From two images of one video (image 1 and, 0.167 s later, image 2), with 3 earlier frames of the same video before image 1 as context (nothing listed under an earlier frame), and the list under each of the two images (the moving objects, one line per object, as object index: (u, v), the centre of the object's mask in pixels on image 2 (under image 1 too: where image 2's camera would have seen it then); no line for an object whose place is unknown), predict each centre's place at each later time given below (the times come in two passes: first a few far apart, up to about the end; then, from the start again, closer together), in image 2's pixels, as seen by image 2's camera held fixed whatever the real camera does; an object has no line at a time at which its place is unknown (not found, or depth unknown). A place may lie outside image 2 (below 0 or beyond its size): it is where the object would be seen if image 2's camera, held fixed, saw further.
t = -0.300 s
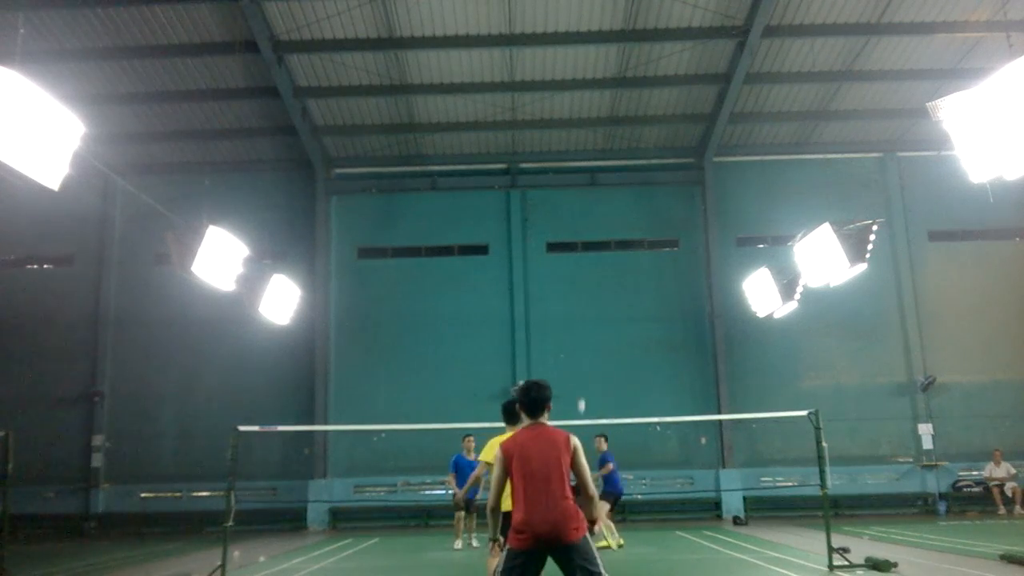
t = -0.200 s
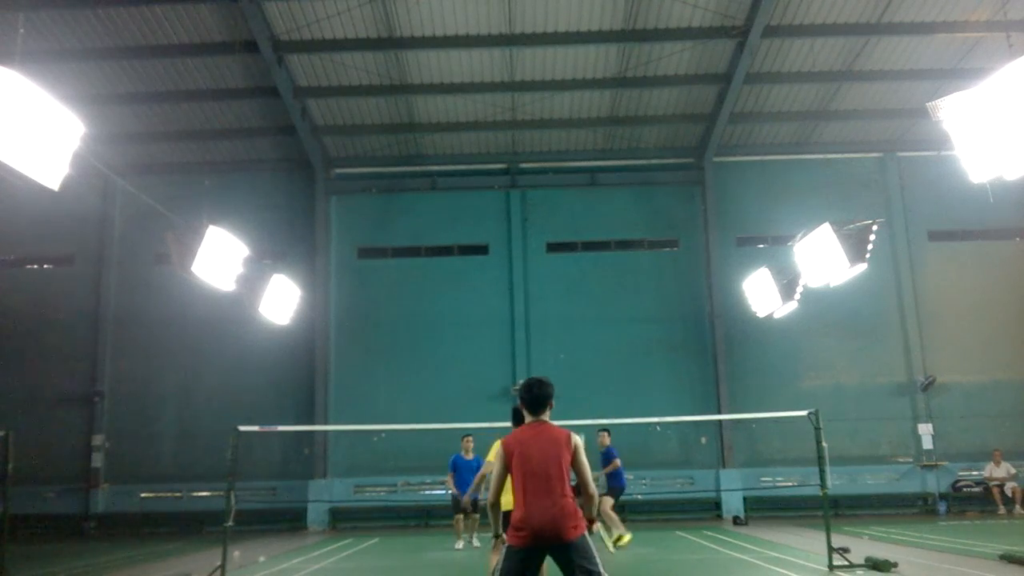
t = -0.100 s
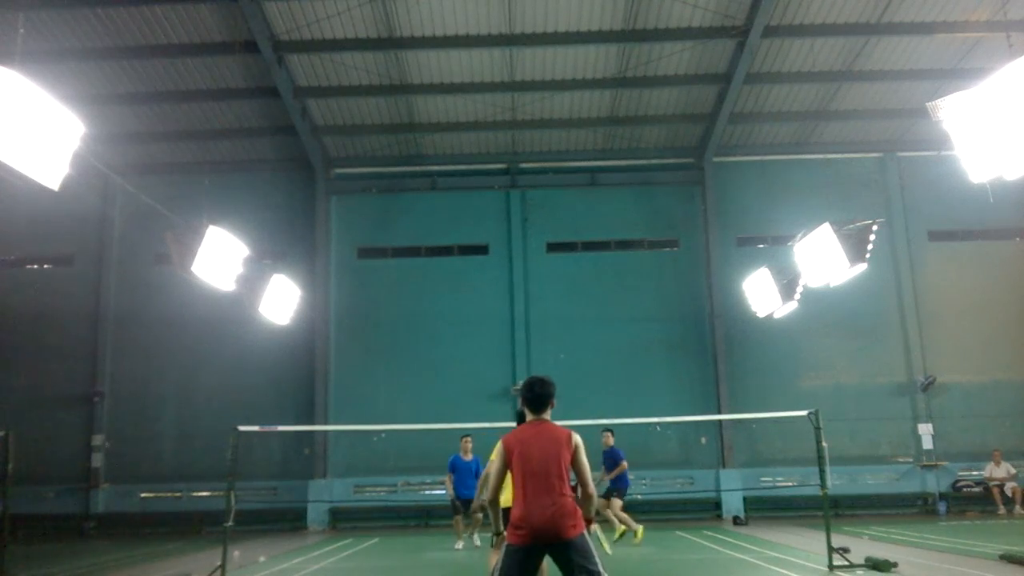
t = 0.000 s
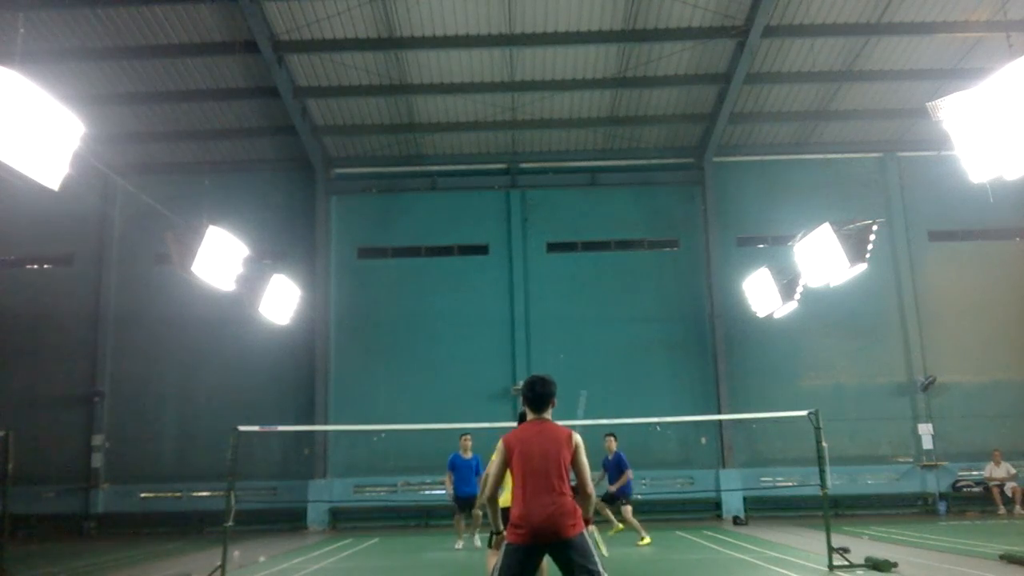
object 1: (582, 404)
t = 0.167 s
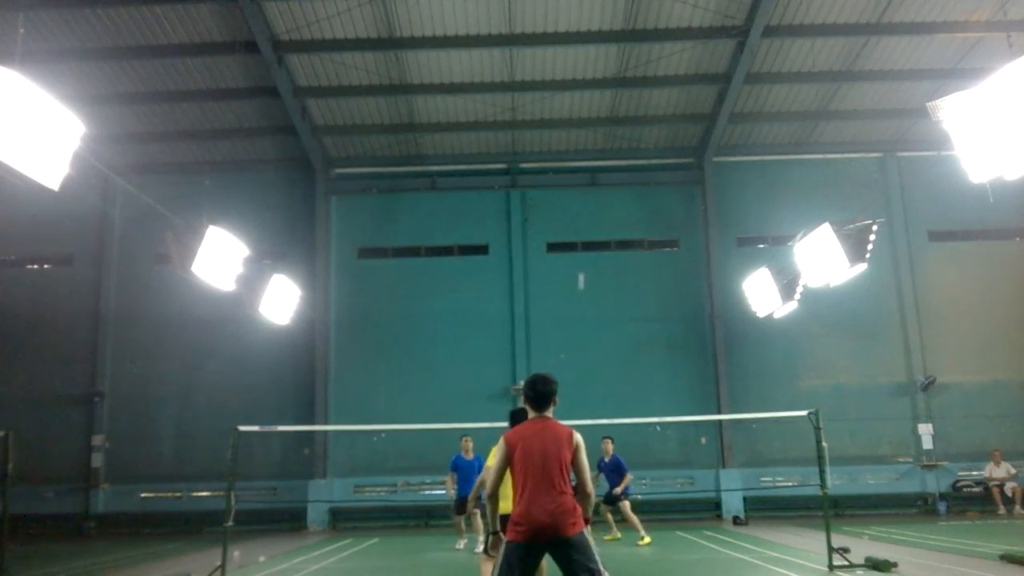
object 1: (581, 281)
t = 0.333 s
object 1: (581, 229)
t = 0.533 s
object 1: (582, 210)
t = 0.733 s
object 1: (586, 217)
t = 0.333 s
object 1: (581, 229)
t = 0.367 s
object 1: (581, 223)
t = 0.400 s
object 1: (581, 219)
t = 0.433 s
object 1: (582, 215)
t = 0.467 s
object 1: (582, 213)
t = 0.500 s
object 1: (582, 211)
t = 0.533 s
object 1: (582, 210)
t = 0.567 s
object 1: (583, 209)
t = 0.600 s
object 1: (583, 210)
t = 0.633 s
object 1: (584, 211)
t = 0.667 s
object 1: (584, 212)
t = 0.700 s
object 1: (585, 214)
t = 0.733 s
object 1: (586, 217)
